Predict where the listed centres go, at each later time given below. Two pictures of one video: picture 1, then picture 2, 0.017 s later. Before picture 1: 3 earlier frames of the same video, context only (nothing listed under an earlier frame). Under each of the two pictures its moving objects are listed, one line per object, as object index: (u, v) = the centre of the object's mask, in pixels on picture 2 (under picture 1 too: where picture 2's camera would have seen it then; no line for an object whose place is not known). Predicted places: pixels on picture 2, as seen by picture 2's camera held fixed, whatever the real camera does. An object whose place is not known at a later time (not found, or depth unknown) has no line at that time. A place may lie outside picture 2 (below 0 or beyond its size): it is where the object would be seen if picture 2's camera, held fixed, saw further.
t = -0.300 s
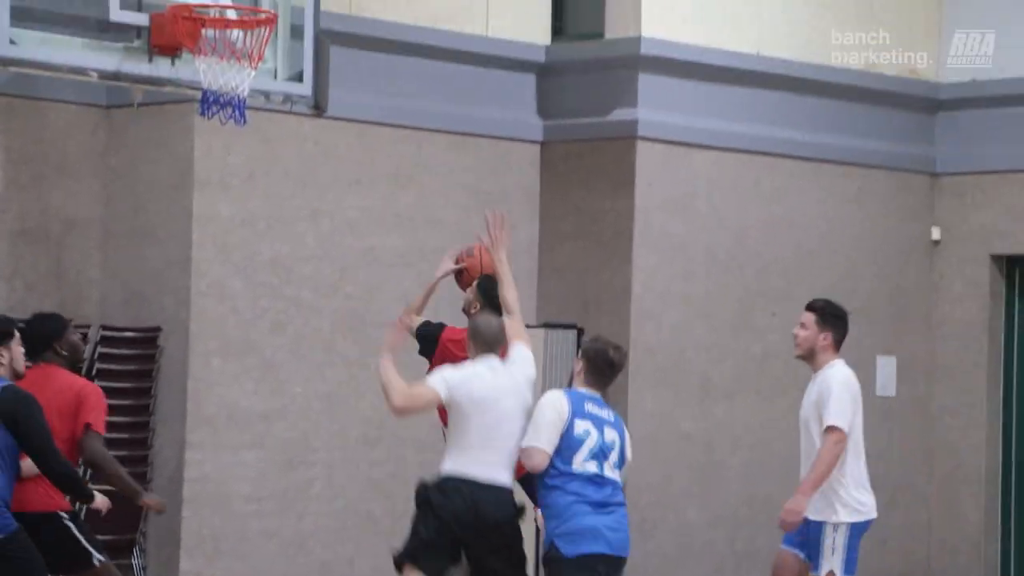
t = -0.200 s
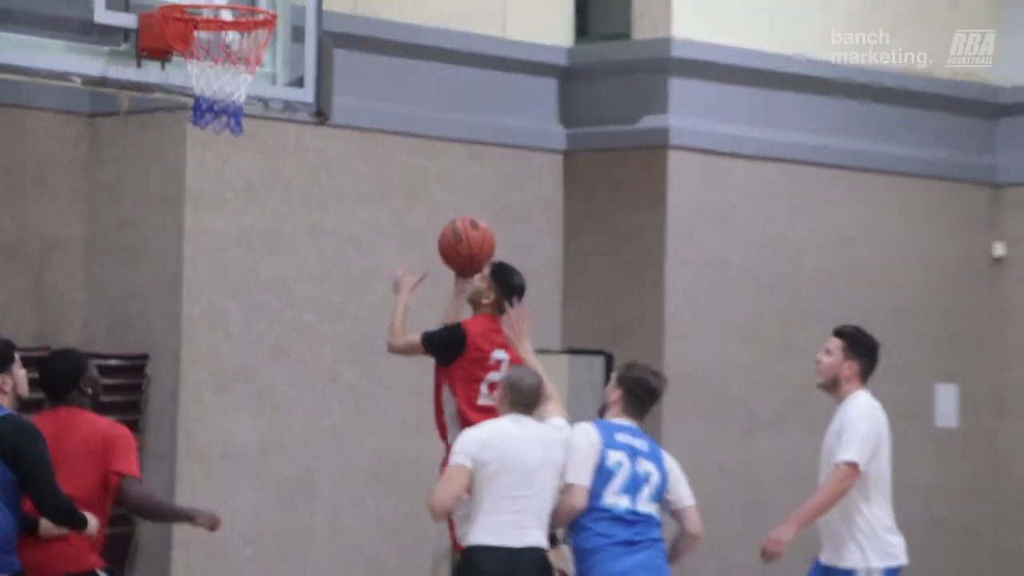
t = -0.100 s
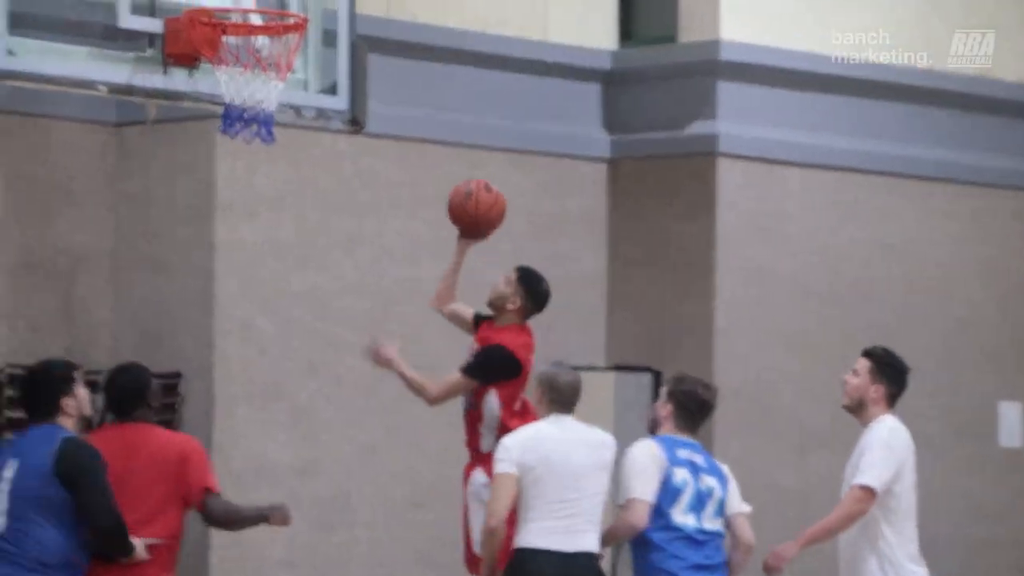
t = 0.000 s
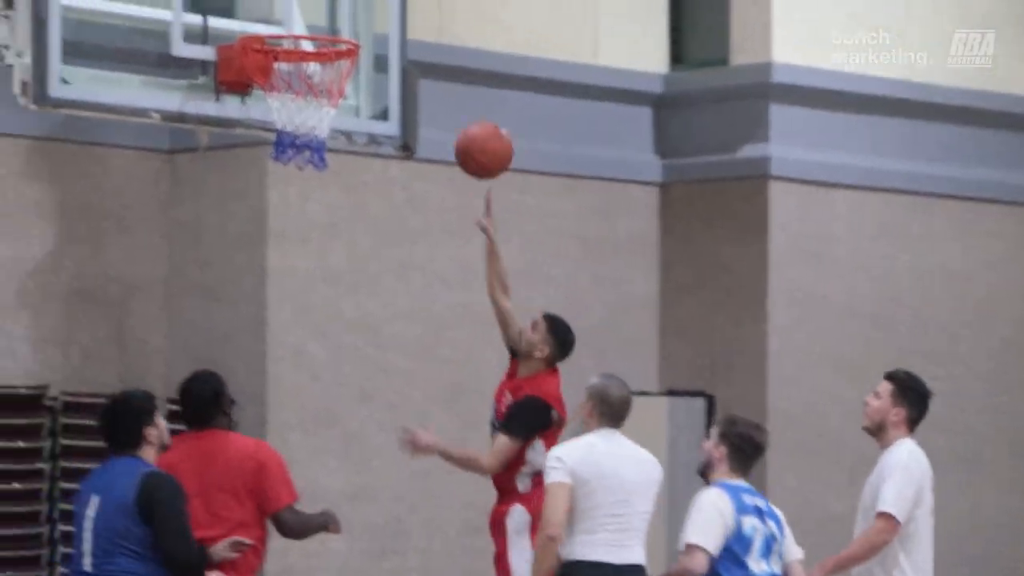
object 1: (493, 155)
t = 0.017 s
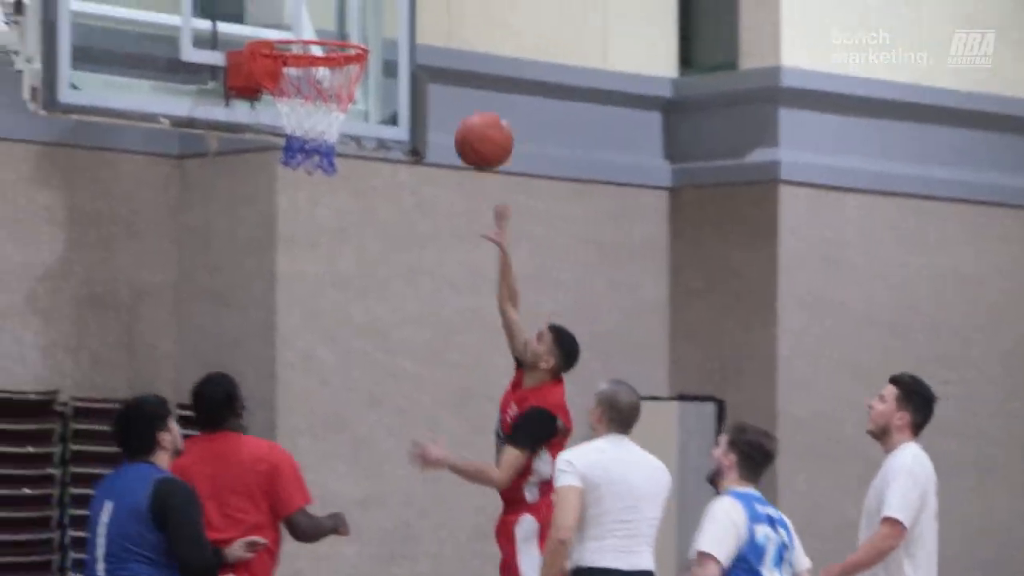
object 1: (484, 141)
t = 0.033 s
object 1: (474, 128)
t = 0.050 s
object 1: (464, 115)
